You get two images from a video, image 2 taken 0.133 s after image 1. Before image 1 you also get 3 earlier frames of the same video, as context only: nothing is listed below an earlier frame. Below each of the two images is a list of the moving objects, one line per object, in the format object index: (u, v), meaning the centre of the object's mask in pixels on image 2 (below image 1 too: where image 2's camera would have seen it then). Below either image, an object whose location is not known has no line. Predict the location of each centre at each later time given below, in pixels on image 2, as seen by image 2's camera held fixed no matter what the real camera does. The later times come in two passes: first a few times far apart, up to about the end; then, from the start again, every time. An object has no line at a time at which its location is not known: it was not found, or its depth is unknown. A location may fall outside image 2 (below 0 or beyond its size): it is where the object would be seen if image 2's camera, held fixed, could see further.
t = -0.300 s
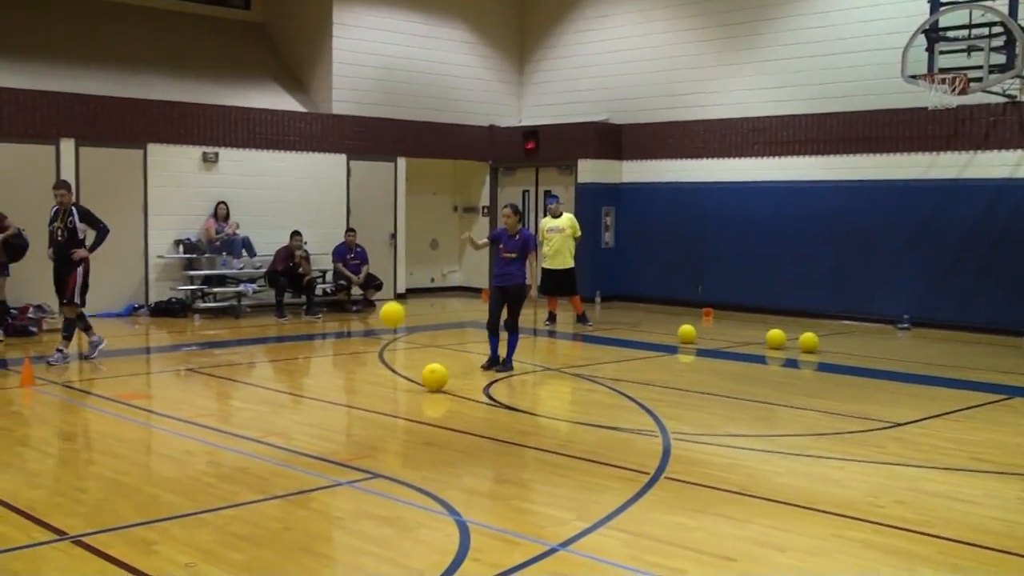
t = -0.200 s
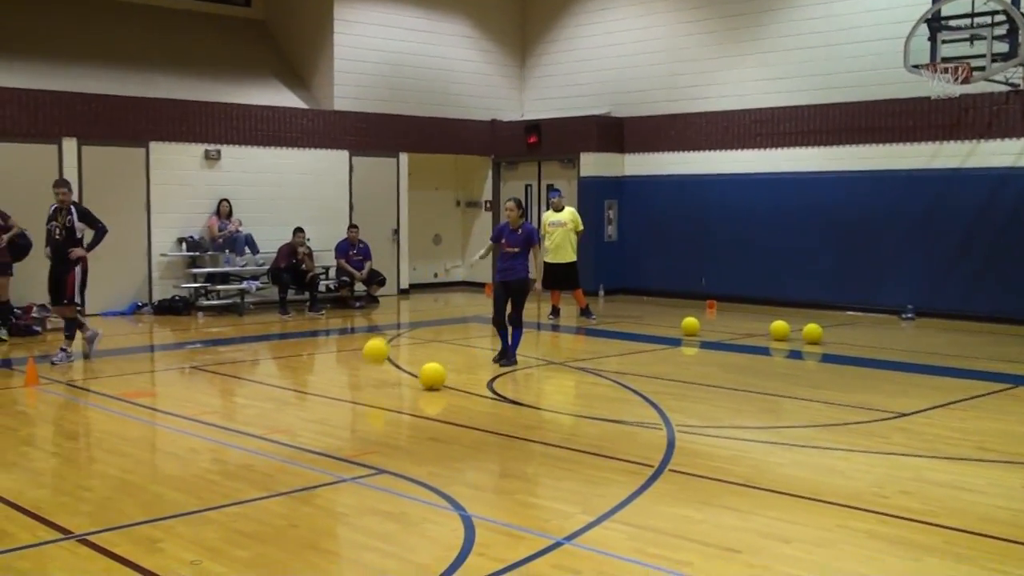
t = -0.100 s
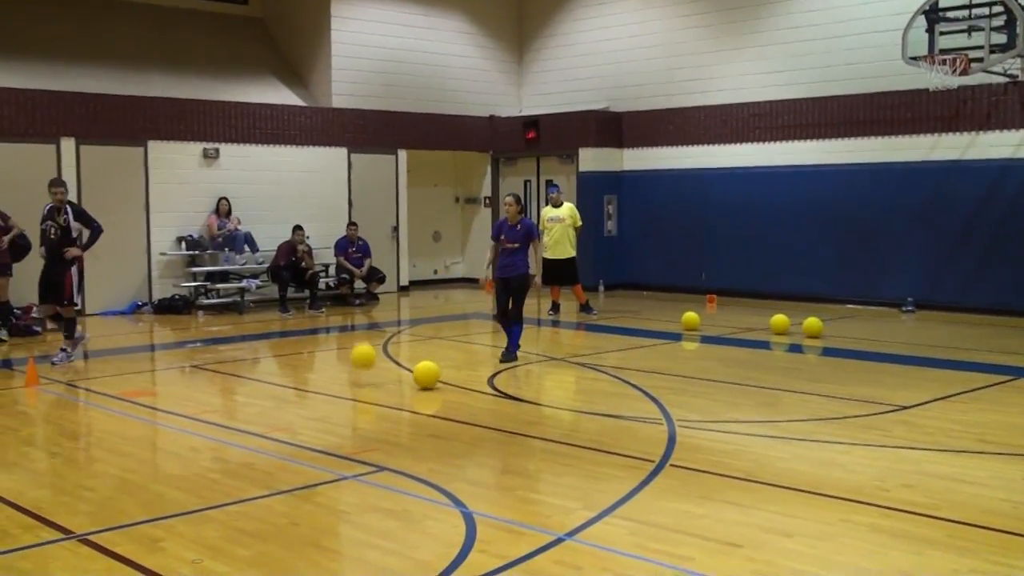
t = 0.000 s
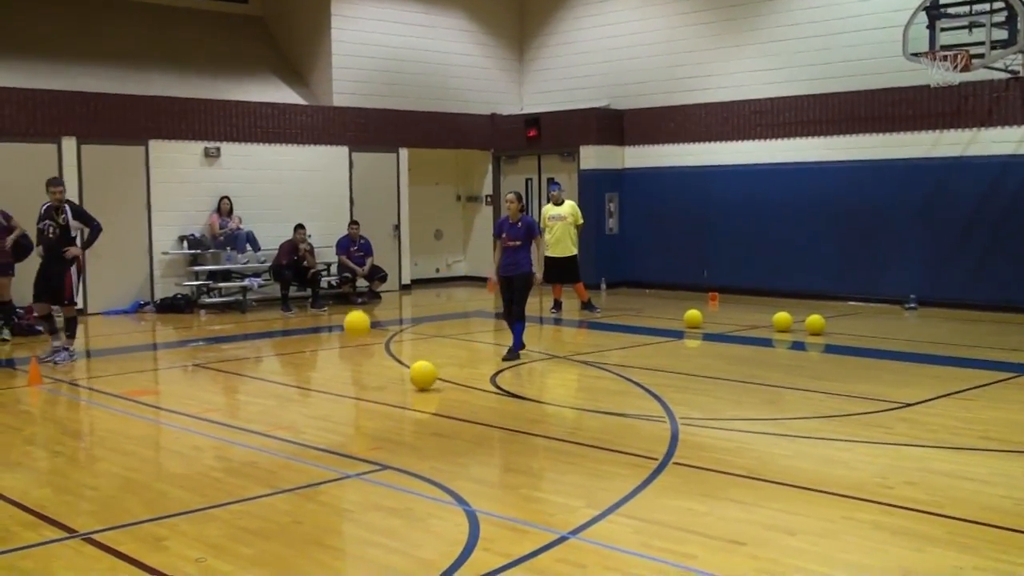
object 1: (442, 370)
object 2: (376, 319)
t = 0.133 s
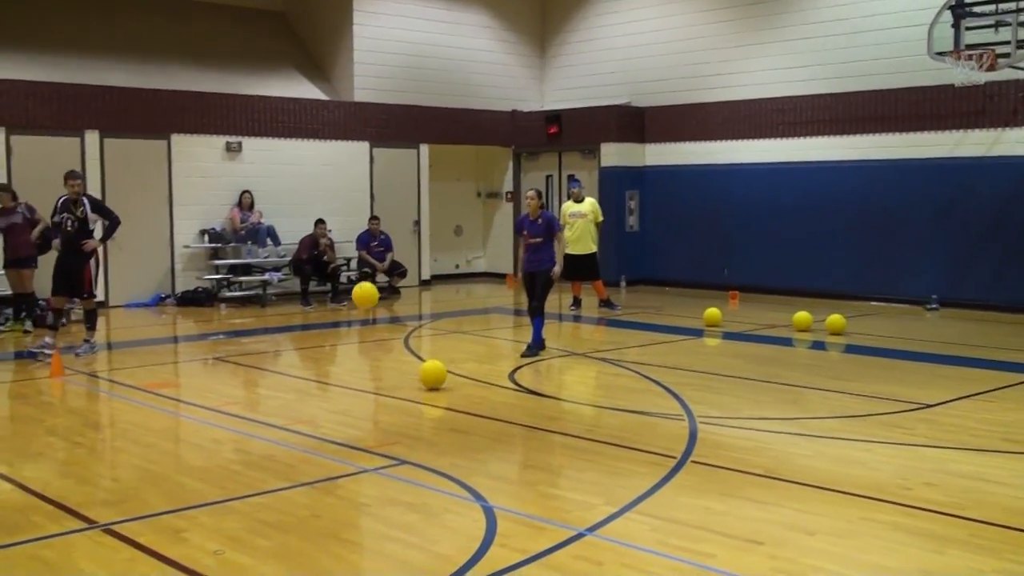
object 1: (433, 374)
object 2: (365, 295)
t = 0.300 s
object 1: (421, 380)
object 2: (352, 294)
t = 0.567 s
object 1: (403, 387)
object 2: (332, 359)
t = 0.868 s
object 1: (381, 397)
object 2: (300, 319)
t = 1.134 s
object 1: (361, 406)
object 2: (271, 344)
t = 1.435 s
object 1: (337, 417)
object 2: (237, 346)
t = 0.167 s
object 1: (430, 376)
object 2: (362, 292)
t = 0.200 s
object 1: (428, 376)
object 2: (360, 291)
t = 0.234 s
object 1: (426, 377)
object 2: (357, 291)
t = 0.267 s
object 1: (424, 379)
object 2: (355, 292)
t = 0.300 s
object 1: (421, 380)
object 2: (352, 294)
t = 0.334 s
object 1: (419, 380)
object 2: (350, 298)
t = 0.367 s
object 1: (417, 381)
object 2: (347, 302)
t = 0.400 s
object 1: (415, 383)
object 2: (344, 308)
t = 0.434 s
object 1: (412, 383)
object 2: (342, 316)
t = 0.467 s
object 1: (410, 384)
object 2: (339, 324)
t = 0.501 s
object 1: (408, 386)
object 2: (337, 335)
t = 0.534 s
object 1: (405, 386)
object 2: (334, 346)
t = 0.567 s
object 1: (403, 387)
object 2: (332, 359)
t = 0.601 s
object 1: (400, 388)
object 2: (329, 374)
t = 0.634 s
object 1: (398, 390)
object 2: (326, 366)
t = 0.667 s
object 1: (395, 390)
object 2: (322, 355)
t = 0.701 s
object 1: (393, 391)
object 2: (318, 345)
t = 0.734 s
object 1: (390, 393)
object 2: (315, 337)
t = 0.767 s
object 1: (388, 394)
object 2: (311, 330)
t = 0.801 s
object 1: (386, 395)
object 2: (307, 326)
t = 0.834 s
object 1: (383, 396)
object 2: (304, 321)
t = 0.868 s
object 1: (381, 397)
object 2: (300, 319)
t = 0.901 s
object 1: (378, 398)
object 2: (296, 318)
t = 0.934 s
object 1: (376, 399)
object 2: (293, 318)
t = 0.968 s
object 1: (373, 400)
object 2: (289, 319)
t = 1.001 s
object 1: (371, 402)
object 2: (285, 321)
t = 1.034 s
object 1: (368, 403)
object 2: (282, 325)
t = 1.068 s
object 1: (366, 404)
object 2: (278, 330)
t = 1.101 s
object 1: (363, 405)
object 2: (275, 337)
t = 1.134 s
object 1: (361, 406)
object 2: (271, 344)
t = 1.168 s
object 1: (358, 408)
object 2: (267, 355)
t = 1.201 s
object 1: (355, 408)
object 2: (264, 366)
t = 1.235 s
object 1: (353, 410)
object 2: (260, 378)
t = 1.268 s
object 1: (350, 411)
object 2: (256, 385)
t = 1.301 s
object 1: (347, 413)
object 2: (253, 374)
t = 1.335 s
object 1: (345, 413)
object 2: (249, 365)
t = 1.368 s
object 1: (342, 415)
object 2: (245, 357)
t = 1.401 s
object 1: (339, 416)
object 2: (241, 350)
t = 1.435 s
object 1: (337, 417)
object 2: (237, 346)
